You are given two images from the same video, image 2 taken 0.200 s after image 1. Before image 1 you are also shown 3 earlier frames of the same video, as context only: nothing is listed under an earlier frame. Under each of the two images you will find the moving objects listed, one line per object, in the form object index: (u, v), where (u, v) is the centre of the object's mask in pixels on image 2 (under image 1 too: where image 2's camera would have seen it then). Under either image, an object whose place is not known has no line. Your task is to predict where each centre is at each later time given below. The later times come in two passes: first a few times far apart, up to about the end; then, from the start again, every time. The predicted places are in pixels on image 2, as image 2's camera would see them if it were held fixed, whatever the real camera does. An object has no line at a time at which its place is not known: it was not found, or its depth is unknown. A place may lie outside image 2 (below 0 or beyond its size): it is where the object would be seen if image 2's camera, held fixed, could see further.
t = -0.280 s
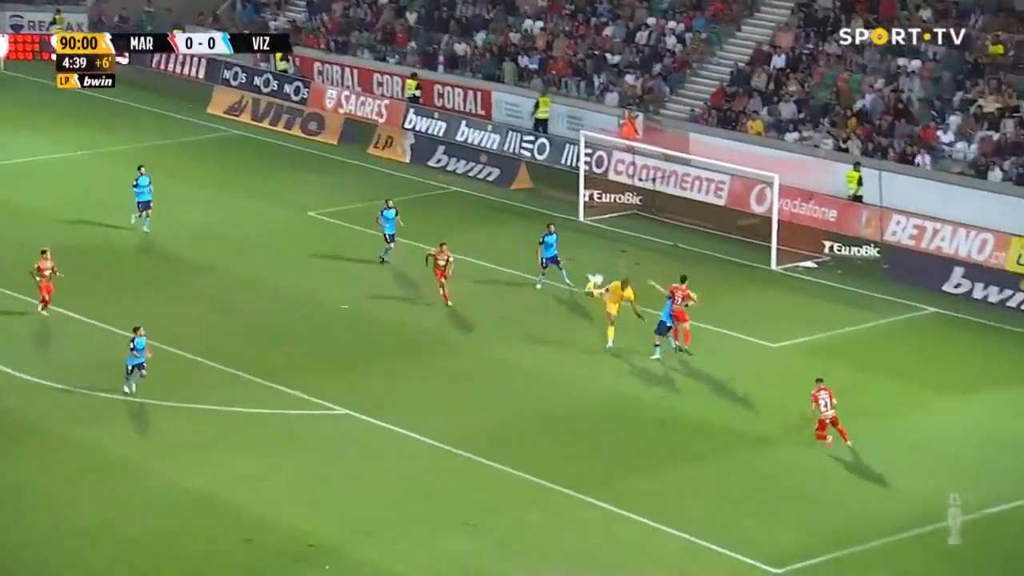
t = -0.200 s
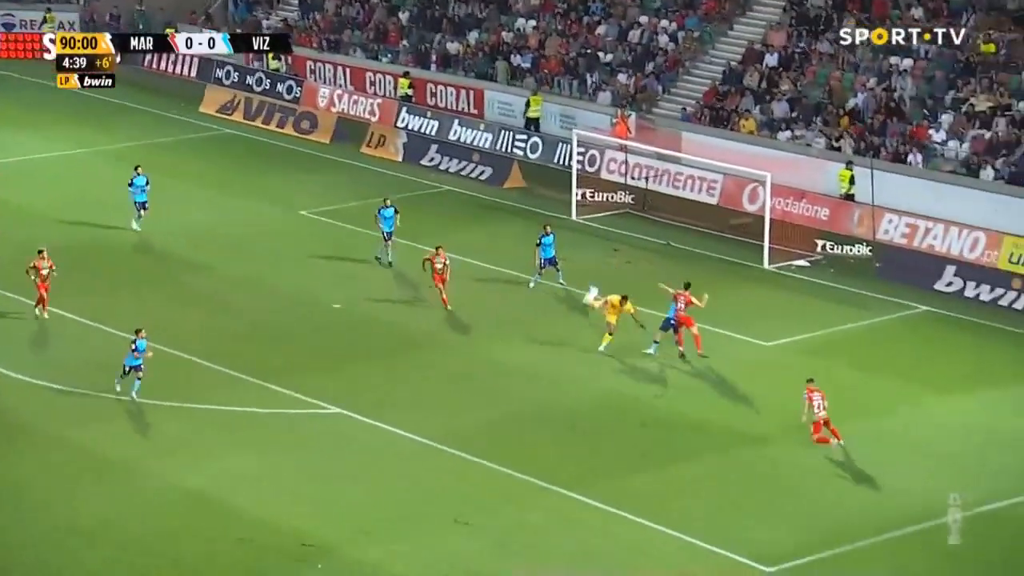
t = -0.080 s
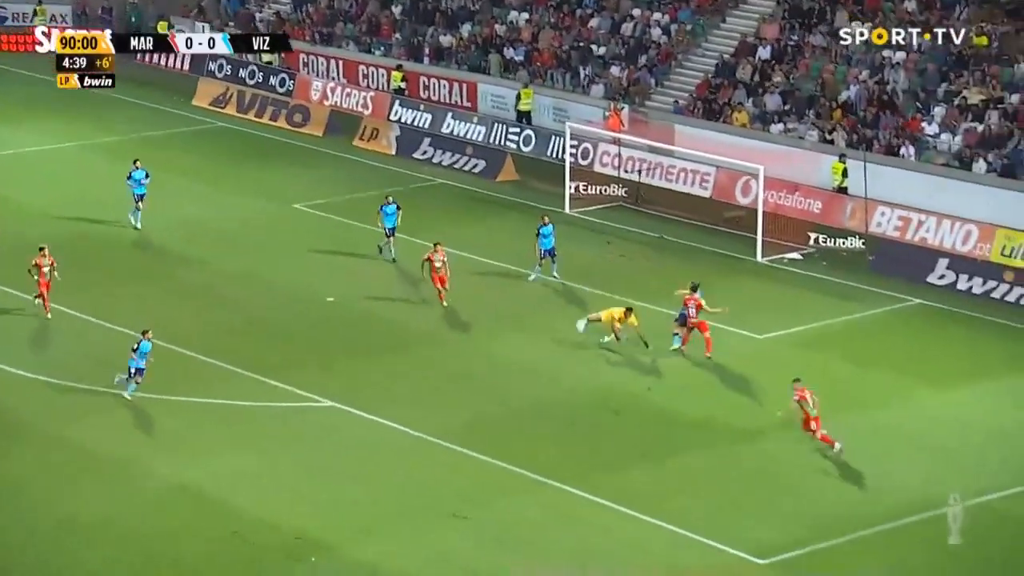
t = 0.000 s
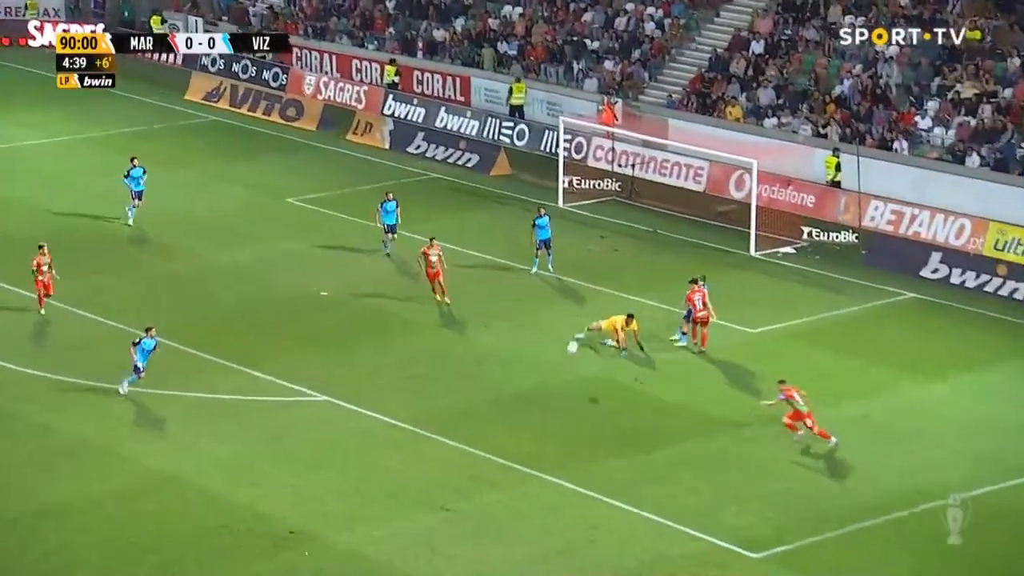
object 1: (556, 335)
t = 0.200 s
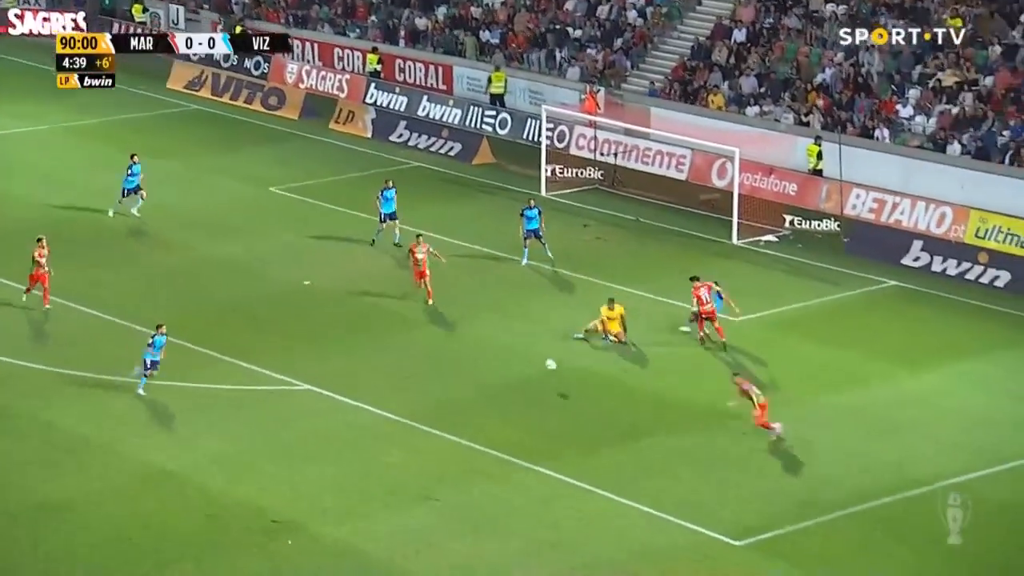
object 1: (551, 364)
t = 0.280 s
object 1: (549, 357)
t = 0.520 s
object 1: (544, 355)
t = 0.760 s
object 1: (539, 380)
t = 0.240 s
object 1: (550, 360)
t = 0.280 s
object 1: (549, 357)
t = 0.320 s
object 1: (548, 355)
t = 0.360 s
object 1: (548, 354)
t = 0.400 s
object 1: (546, 353)
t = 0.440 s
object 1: (546, 353)
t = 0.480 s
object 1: (545, 354)
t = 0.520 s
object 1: (544, 355)
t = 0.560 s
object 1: (543, 357)
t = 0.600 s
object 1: (542, 360)
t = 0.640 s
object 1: (542, 364)
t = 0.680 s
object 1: (541, 368)
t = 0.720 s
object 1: (540, 374)
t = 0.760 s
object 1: (539, 380)
